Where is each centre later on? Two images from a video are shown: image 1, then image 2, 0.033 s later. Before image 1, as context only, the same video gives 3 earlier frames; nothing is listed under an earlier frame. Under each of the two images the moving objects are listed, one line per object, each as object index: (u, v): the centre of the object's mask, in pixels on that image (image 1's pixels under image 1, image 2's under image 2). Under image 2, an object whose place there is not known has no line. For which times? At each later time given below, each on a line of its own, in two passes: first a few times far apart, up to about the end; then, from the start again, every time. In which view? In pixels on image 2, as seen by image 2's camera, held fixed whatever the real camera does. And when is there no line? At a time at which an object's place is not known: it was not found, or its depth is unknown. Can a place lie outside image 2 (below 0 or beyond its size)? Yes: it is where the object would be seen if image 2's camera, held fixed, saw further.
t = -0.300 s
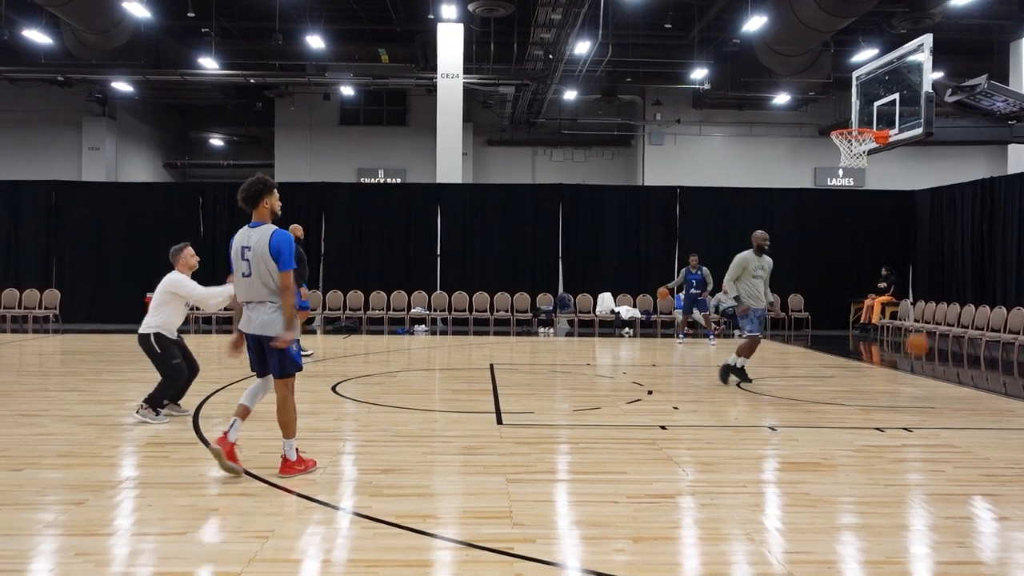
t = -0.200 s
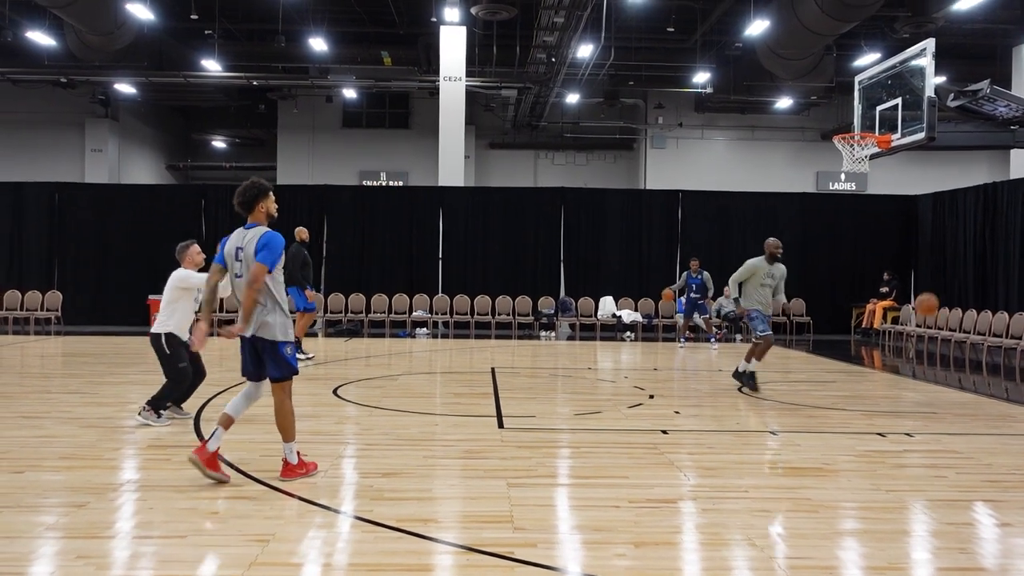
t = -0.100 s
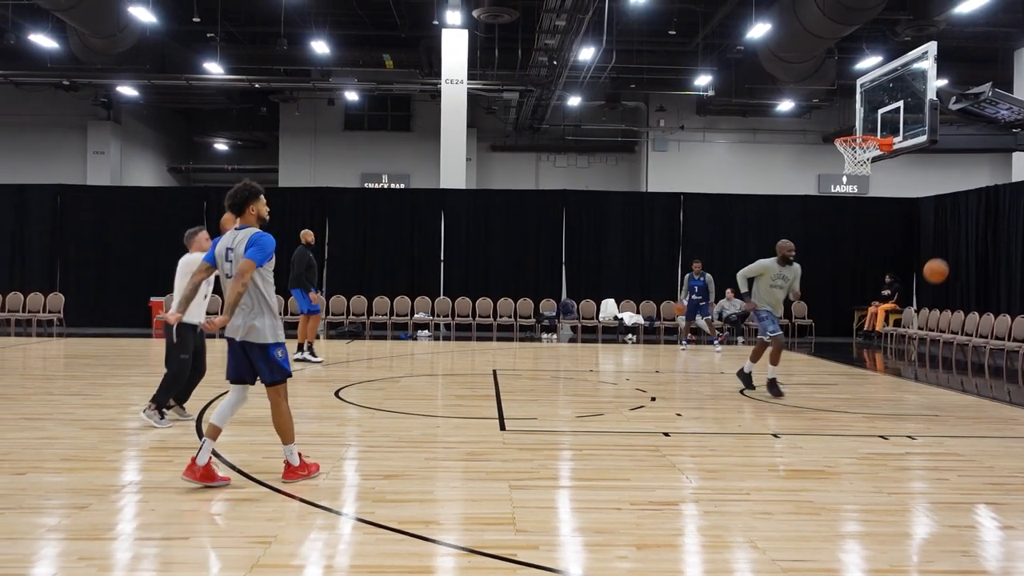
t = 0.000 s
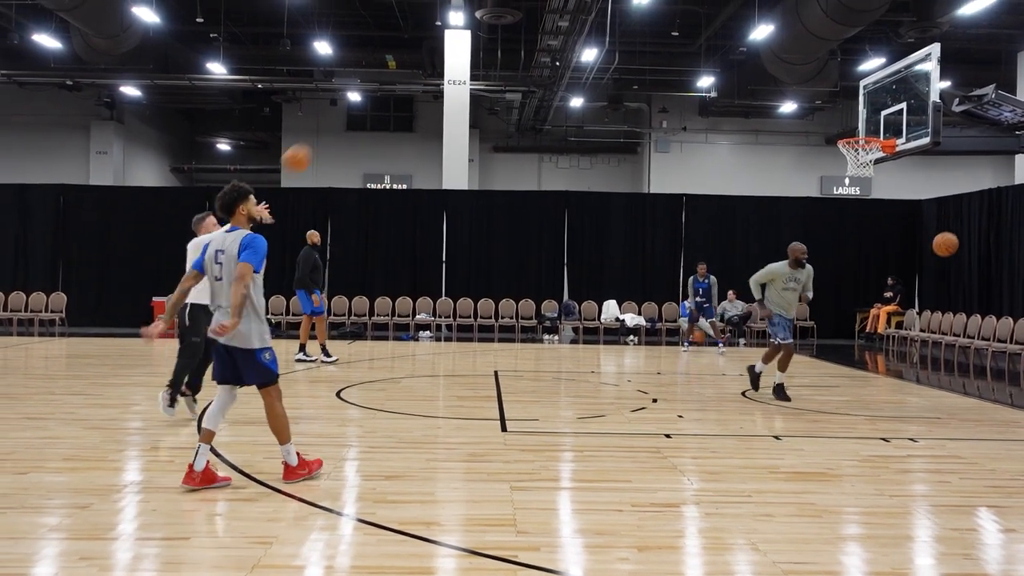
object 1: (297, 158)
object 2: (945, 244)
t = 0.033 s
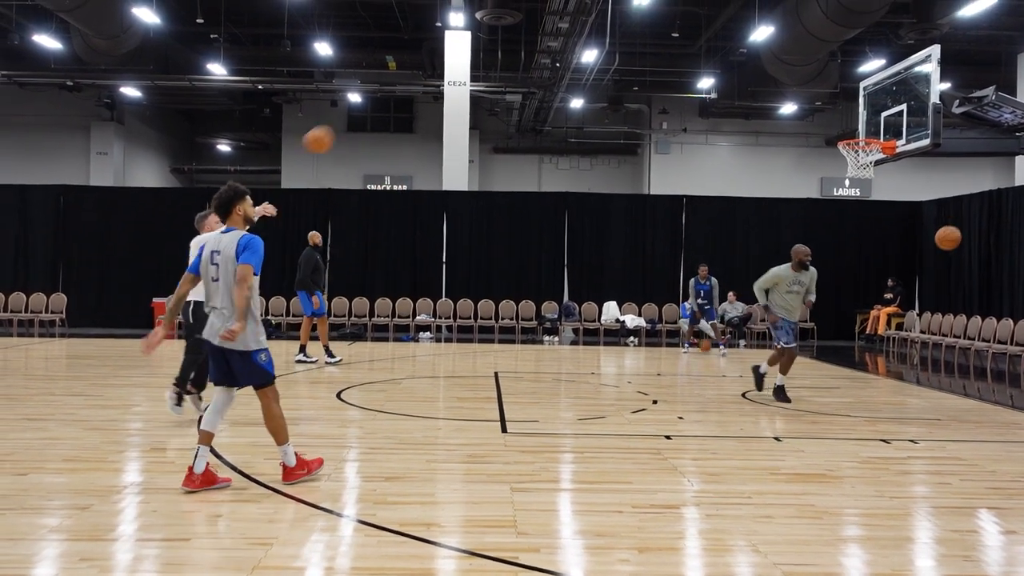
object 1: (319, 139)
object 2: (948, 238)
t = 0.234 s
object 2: (963, 210)
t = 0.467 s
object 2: (980, 229)
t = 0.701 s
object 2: (998, 309)
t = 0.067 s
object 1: (339, 122)
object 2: (950, 231)
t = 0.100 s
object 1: (360, 105)
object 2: (953, 224)
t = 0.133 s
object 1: (381, 89)
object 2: (955, 219)
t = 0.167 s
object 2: (958, 215)
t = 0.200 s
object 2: (960, 212)
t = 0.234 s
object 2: (963, 210)
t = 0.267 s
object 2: (965, 210)
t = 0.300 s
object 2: (967, 210)
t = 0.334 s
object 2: (970, 211)
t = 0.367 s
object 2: (972, 214)
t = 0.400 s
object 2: (975, 218)
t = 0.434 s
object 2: (977, 223)
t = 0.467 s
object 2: (980, 229)
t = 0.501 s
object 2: (982, 237)
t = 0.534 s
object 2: (984, 246)
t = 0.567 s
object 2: (987, 256)
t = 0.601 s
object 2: (990, 268)
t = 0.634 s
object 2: (992, 281)
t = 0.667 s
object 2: (995, 295)
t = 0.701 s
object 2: (998, 309)
